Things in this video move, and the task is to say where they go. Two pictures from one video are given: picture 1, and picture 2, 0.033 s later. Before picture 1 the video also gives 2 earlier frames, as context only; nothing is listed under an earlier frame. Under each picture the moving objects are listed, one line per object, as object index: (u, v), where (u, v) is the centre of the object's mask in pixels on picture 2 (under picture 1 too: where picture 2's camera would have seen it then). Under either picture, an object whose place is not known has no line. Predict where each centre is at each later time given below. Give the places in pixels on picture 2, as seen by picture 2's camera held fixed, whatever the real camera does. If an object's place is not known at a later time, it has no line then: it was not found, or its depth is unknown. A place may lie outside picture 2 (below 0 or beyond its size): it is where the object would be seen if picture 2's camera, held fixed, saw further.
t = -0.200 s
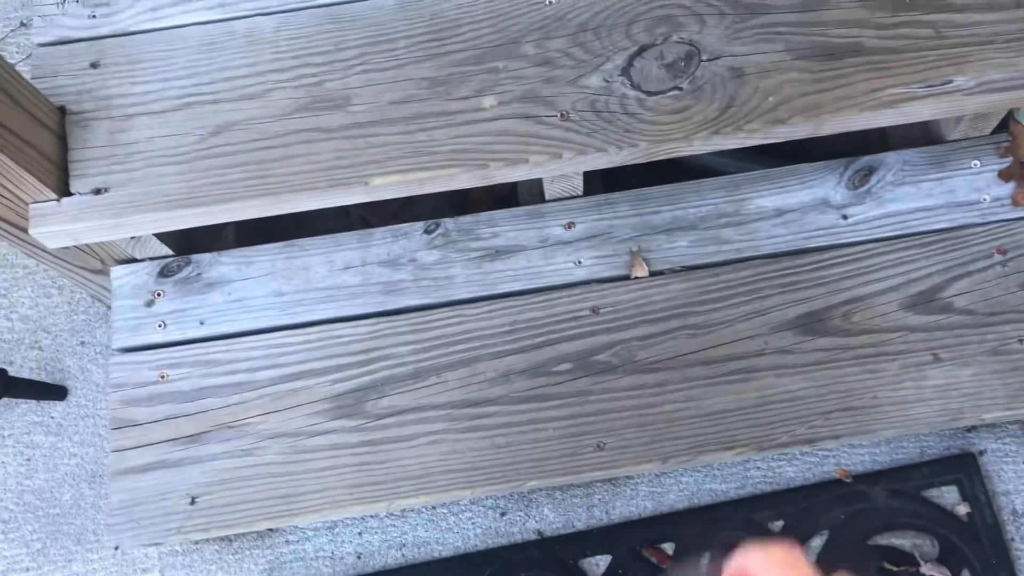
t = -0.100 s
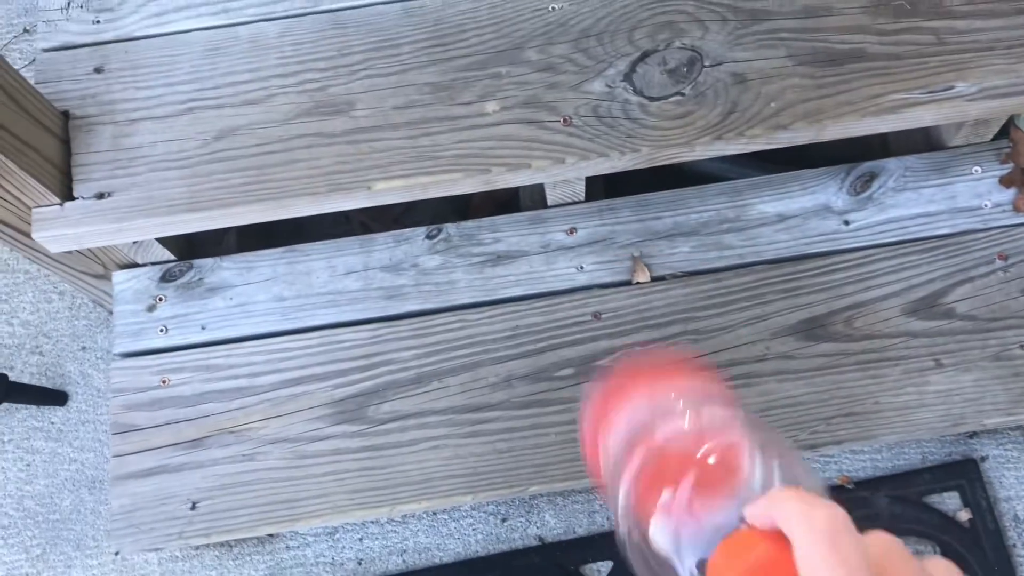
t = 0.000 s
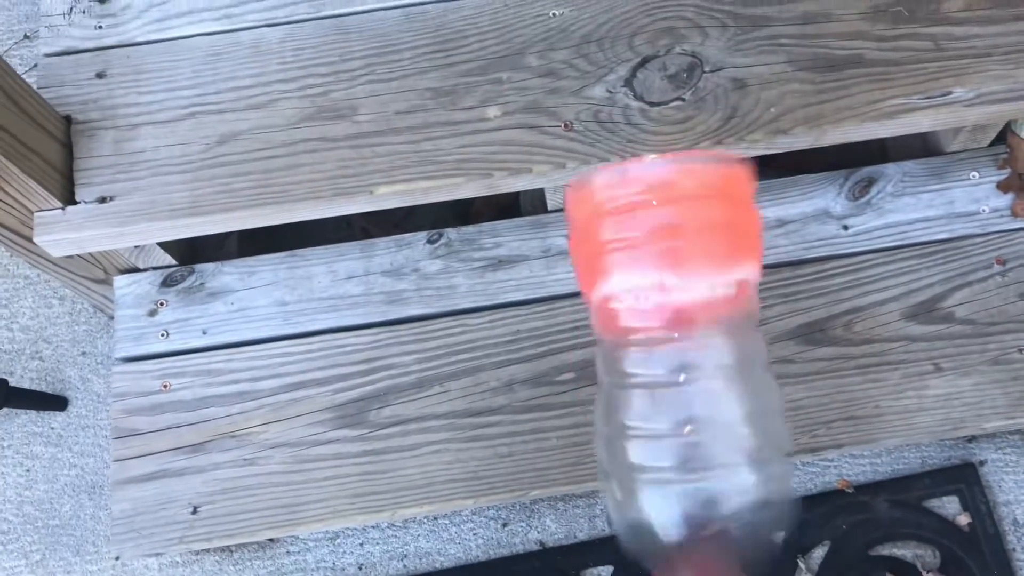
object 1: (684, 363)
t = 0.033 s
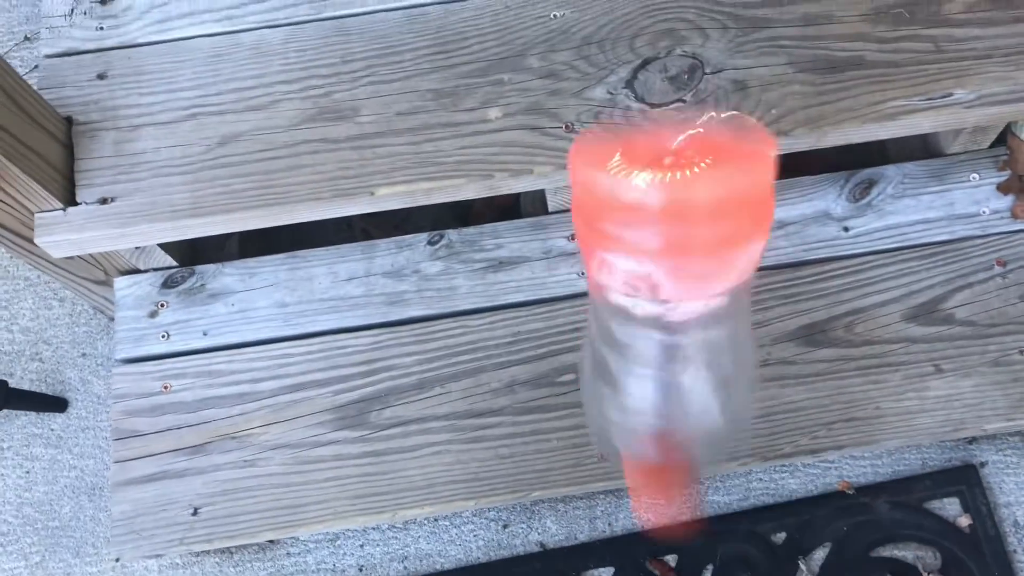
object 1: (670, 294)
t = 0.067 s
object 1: (668, 212)
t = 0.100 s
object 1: (680, 204)
